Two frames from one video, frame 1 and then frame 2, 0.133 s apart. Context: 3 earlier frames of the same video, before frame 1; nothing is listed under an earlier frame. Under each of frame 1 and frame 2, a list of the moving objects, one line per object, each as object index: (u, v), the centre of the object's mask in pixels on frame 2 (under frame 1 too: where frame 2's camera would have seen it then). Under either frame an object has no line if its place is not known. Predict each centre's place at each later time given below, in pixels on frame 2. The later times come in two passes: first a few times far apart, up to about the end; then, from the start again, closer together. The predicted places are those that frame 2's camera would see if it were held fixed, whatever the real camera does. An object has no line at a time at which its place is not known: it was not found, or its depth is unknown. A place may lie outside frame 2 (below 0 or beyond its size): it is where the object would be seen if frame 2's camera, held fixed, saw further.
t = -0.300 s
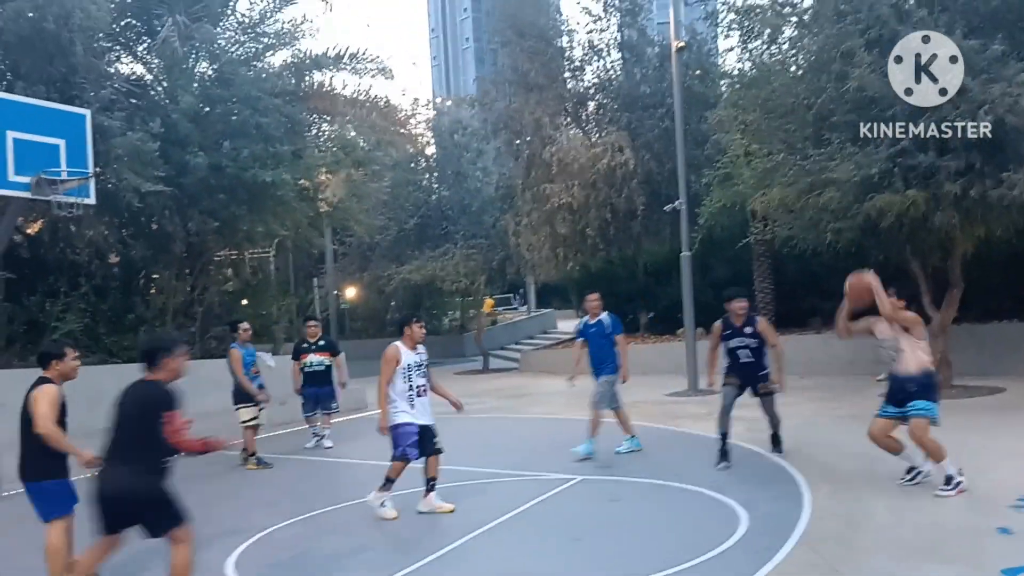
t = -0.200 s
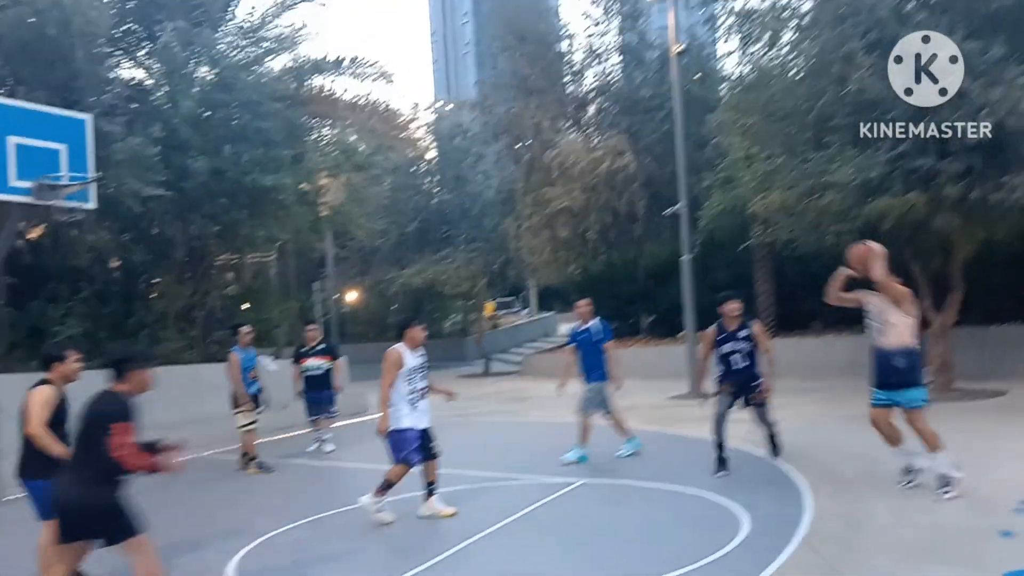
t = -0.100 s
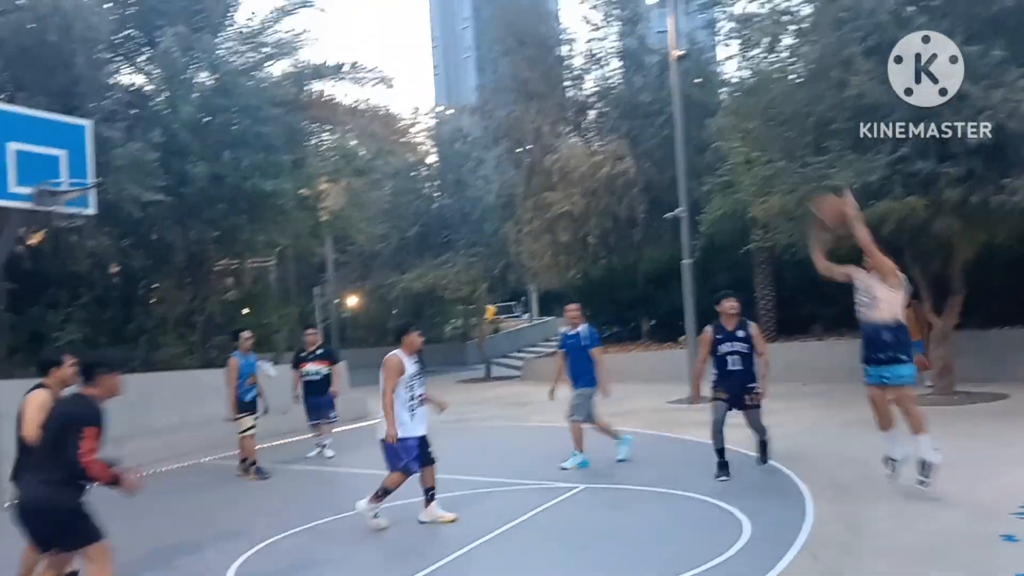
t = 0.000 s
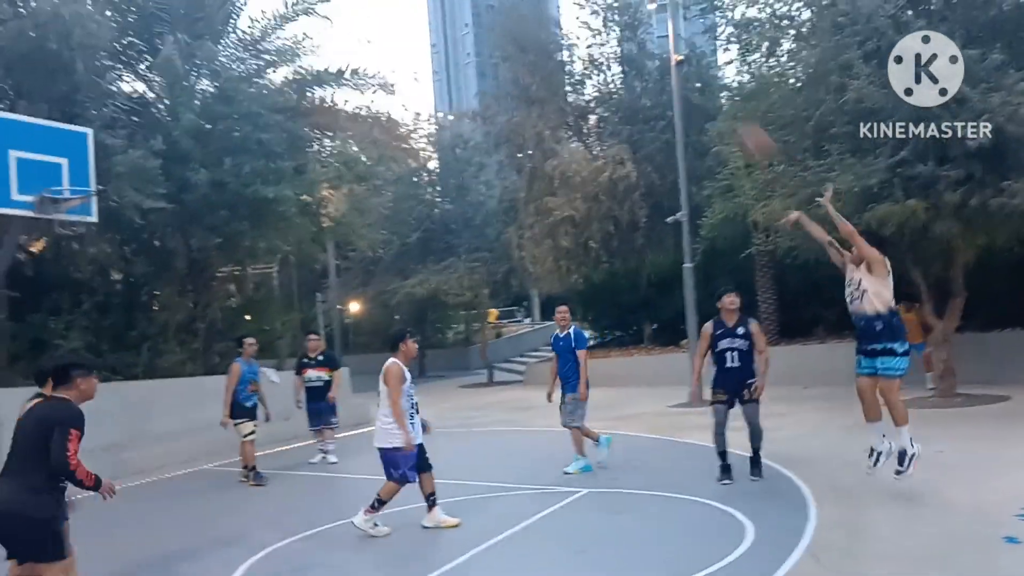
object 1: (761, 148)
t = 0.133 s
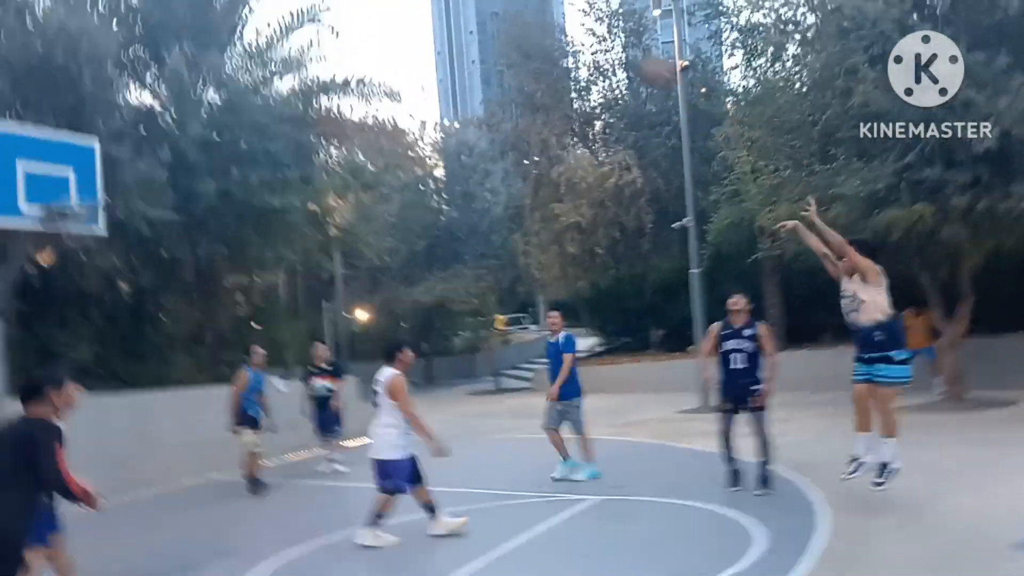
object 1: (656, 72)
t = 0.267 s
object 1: (561, 22)
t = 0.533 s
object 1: (378, -16)
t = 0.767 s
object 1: (238, 15)
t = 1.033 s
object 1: (99, 126)
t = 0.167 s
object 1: (632, 56)
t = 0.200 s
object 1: (607, 43)
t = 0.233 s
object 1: (584, 32)
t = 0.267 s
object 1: (561, 22)
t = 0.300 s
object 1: (537, 11)
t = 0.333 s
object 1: (512, 3)
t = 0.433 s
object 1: (442, -10)
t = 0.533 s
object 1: (378, -16)
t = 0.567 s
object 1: (357, -14)
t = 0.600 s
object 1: (337, -12)
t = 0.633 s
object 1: (317, -8)
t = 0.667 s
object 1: (297, -3)
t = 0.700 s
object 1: (277, 2)
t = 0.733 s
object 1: (256, 8)
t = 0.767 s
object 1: (238, 15)
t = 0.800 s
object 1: (223, 25)
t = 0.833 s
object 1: (204, 36)
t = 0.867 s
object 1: (185, 49)
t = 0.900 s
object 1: (169, 61)
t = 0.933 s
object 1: (153, 75)
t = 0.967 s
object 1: (134, 89)
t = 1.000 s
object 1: (116, 111)
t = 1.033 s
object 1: (99, 126)
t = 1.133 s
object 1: (49, 186)
